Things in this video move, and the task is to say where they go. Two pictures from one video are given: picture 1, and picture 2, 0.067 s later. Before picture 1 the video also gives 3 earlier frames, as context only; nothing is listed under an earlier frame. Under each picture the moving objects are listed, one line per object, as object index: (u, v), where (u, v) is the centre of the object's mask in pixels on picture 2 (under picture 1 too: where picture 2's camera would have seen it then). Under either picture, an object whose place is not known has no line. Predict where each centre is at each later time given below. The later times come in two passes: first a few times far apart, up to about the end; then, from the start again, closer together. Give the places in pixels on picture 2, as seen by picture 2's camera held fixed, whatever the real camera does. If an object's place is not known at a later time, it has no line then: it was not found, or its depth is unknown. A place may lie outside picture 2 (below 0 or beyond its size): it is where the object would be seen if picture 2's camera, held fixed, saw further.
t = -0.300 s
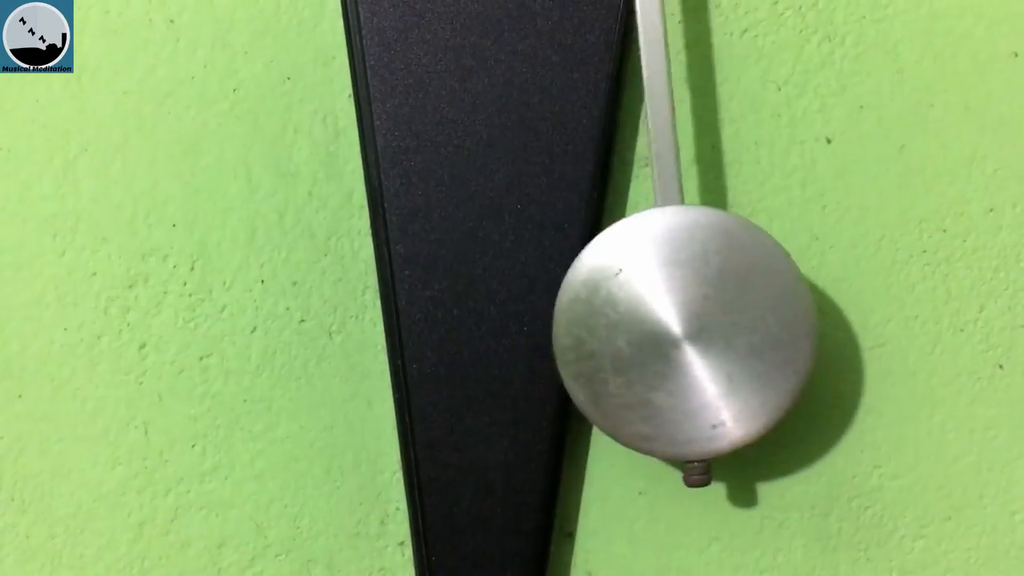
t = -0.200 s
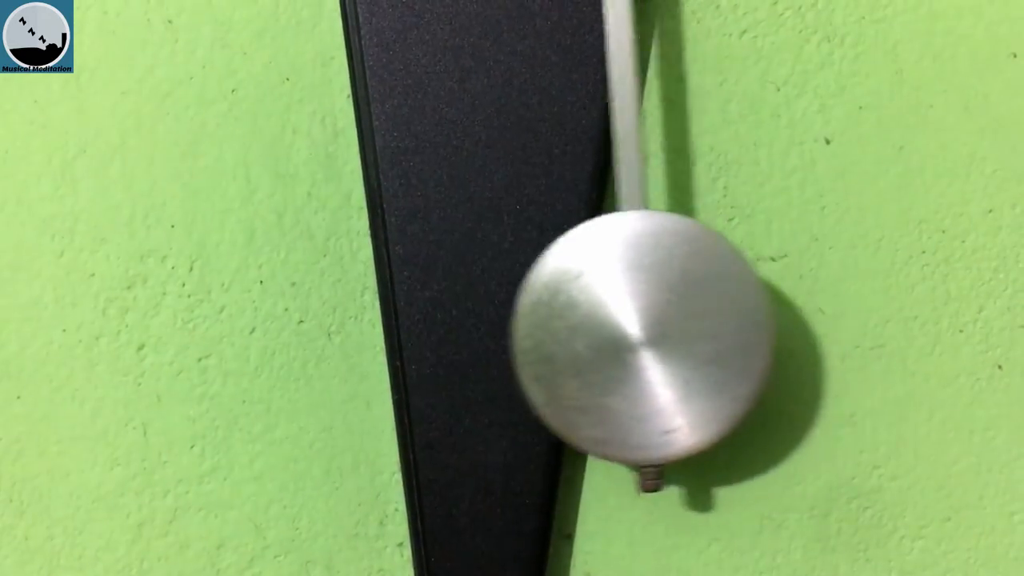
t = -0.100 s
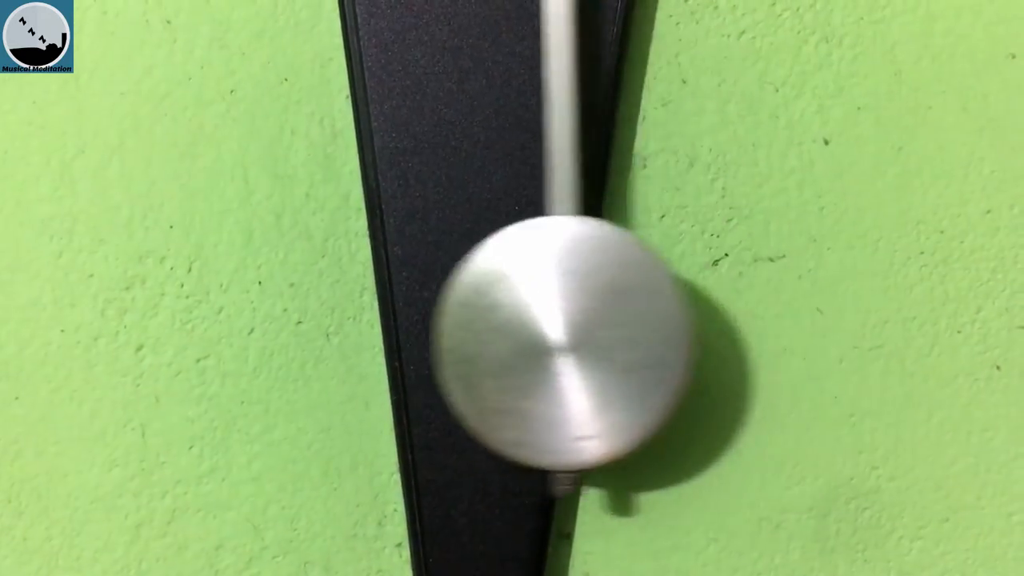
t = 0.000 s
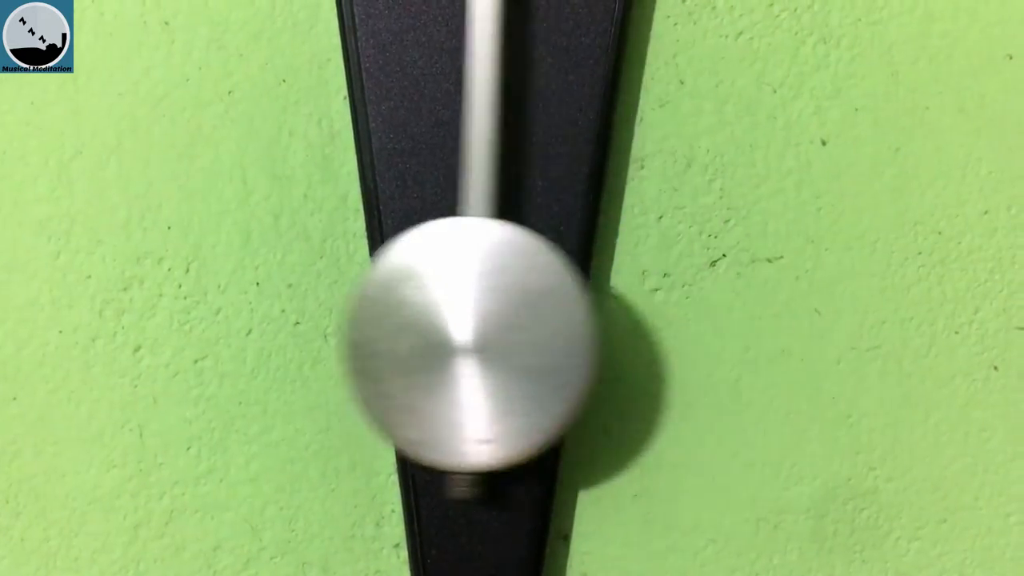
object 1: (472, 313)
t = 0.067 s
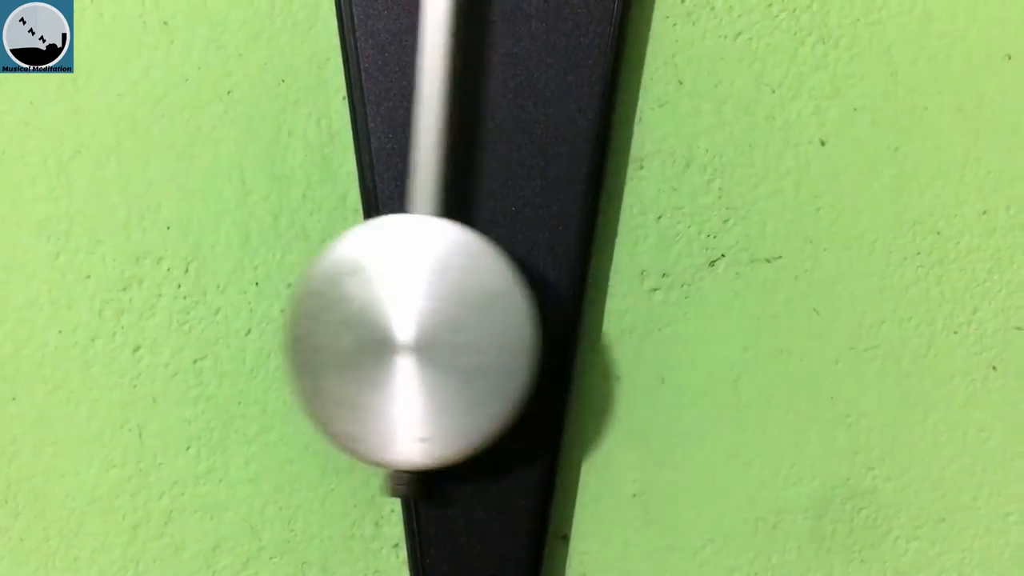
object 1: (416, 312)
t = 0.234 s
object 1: (329, 314)
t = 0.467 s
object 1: (427, 315)
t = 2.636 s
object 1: (332, 310)
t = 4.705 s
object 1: (475, 312)
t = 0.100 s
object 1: (390, 312)
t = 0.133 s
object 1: (368, 313)
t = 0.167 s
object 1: (350, 313)
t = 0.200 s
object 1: (337, 313)
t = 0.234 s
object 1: (329, 314)
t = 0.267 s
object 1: (328, 314)
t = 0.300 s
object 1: (332, 314)
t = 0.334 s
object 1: (342, 315)
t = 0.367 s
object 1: (357, 315)
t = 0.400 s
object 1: (377, 315)
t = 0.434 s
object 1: (401, 314)
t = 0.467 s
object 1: (427, 315)
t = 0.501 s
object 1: (457, 313)
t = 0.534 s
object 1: (486, 316)
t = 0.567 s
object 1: (515, 316)
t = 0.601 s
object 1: (546, 314)
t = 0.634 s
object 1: (574, 314)
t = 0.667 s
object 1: (602, 313)
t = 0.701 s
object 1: (625, 312)
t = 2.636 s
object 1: (332, 310)
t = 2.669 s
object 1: (338, 311)
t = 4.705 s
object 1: (475, 312)
